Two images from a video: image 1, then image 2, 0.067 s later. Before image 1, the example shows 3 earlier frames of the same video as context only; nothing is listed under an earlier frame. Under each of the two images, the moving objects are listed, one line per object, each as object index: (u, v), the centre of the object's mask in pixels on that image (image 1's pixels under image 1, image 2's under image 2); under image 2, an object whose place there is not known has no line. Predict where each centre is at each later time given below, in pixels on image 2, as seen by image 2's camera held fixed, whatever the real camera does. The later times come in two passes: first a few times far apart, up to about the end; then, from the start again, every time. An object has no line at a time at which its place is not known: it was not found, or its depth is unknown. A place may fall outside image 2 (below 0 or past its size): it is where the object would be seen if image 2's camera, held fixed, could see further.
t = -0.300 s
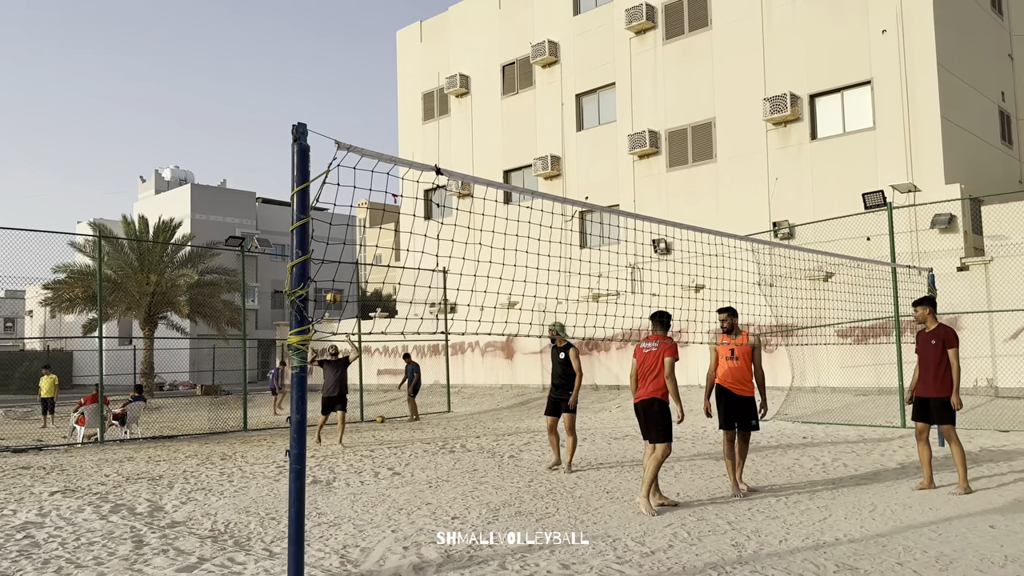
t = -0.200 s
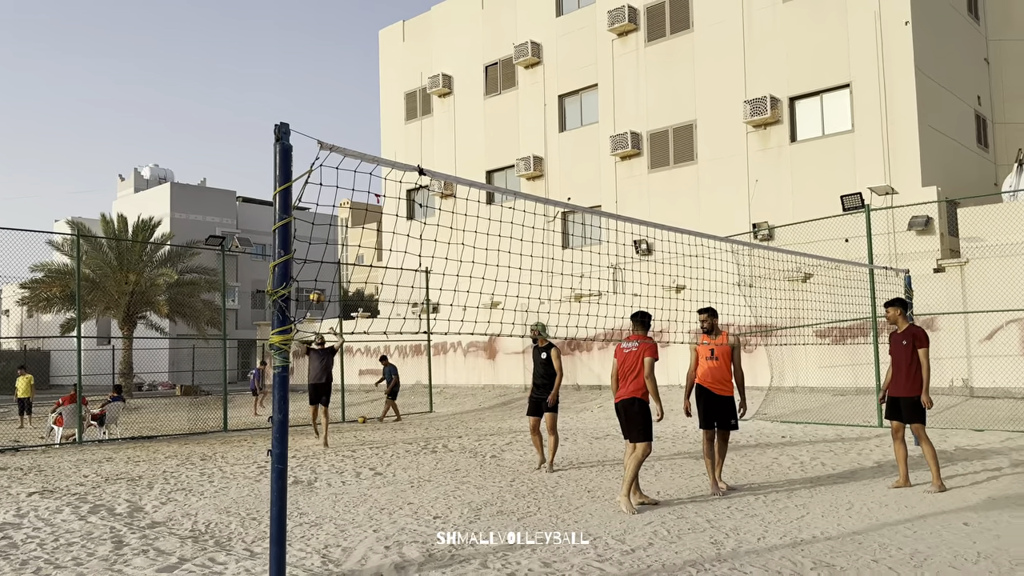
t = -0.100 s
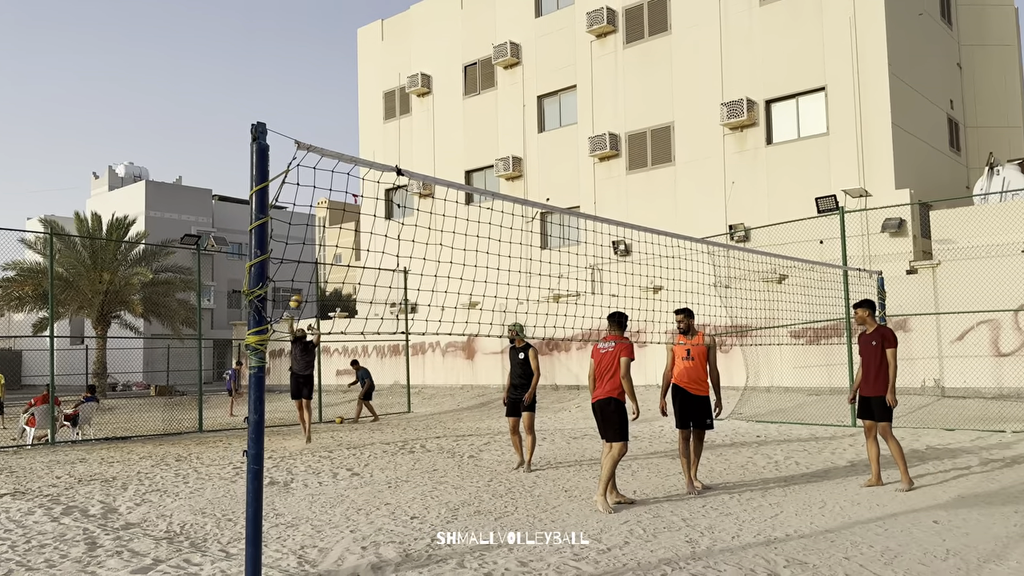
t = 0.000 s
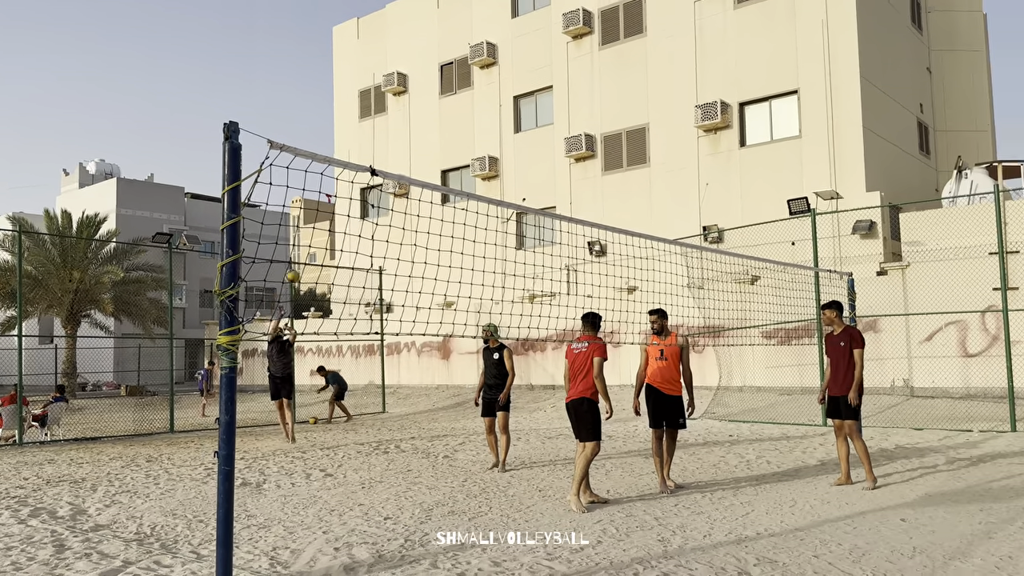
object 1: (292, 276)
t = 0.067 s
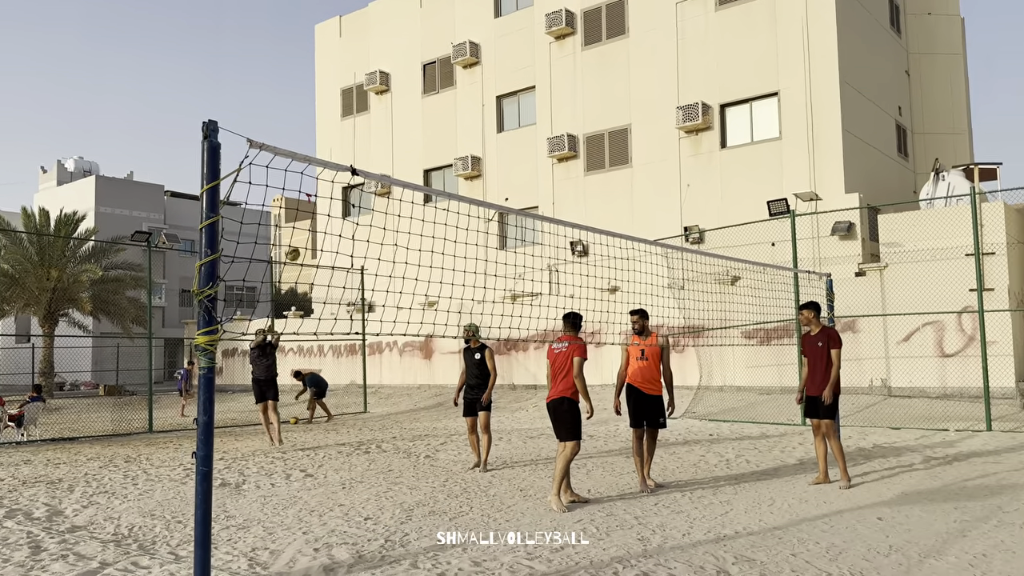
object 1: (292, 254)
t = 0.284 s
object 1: (363, 189)
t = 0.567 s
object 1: (495, 140)
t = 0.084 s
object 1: (297, 248)
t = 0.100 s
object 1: (302, 242)
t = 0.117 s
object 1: (307, 237)
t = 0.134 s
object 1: (313, 232)
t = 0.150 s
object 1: (318, 227)
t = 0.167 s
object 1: (324, 222)
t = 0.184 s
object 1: (329, 217)
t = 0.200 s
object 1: (334, 212)
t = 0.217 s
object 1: (339, 208)
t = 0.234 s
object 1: (345, 201)
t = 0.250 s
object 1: (350, 198)
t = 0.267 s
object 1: (357, 193)
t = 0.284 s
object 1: (363, 189)
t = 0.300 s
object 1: (369, 187)
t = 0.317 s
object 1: (378, 174)
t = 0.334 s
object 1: (383, 174)
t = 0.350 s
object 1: (389, 172)
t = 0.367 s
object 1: (396, 169)
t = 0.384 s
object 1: (403, 166)
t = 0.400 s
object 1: (410, 163)
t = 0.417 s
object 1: (417, 159)
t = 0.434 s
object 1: (425, 156)
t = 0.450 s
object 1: (432, 154)
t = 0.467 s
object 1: (441, 151)
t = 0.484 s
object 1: (449, 149)
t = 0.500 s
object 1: (458, 146)
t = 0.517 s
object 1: (467, 144)
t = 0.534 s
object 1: (476, 142)
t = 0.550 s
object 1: (486, 141)
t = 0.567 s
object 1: (495, 140)
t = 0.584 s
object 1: (505, 138)
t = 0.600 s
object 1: (516, 137)
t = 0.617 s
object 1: (526, 137)
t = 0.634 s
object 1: (537, 136)
